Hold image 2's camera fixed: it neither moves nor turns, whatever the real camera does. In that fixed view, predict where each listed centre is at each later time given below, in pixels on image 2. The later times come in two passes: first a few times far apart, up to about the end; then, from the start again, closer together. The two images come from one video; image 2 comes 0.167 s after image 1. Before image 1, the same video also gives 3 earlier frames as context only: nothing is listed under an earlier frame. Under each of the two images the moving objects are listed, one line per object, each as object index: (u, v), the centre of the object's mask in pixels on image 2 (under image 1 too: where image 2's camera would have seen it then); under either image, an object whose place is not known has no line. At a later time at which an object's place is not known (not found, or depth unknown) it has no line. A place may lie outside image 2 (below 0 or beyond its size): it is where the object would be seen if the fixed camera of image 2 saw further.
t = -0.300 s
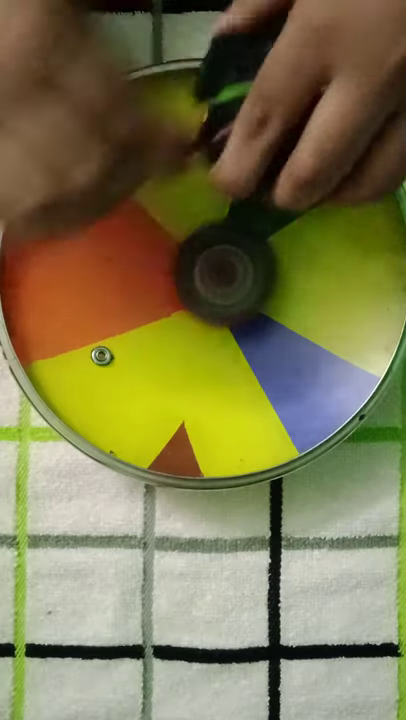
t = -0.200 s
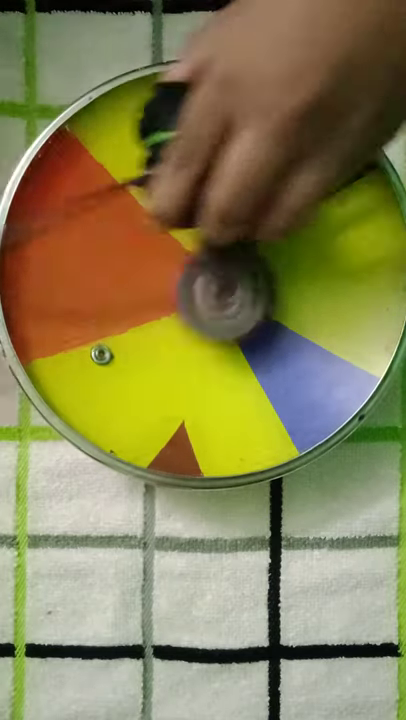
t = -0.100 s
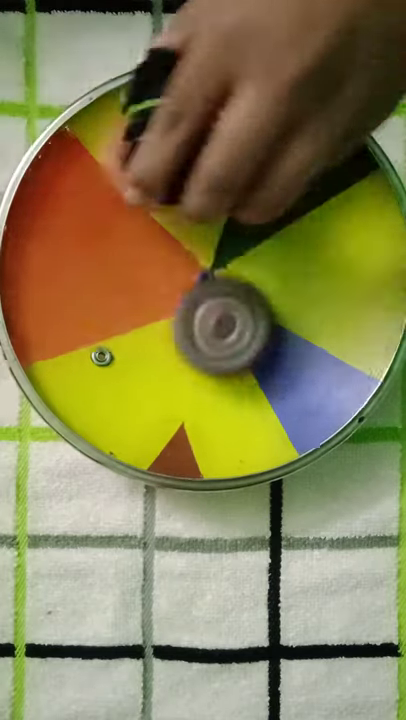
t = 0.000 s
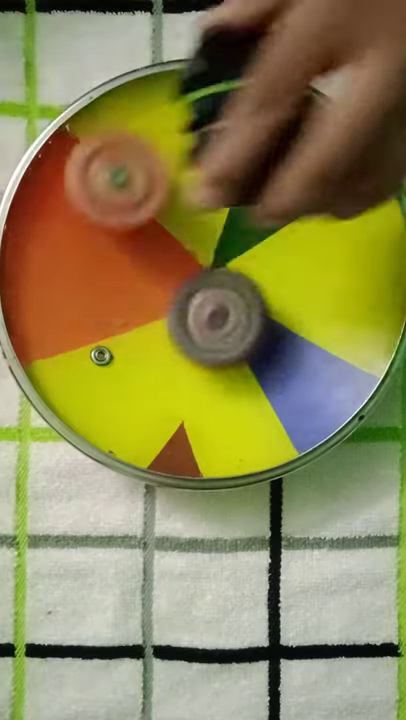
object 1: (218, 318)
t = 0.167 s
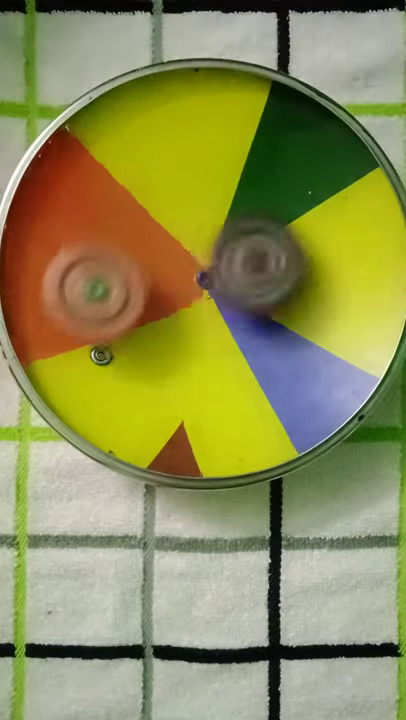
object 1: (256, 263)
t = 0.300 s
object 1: (295, 257)
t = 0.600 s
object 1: (274, 227)
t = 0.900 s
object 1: (257, 226)
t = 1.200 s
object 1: (259, 283)
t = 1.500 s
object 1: (259, 296)
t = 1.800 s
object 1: (213, 315)
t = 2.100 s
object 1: (205, 316)
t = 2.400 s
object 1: (192, 306)
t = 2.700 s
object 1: (165, 283)
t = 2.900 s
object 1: (66, 210)
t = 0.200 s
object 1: (276, 260)
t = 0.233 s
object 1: (290, 258)
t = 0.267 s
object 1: (297, 257)
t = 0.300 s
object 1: (295, 257)
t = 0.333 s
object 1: (287, 257)
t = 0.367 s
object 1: (271, 255)
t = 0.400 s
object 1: (255, 257)
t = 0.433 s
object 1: (250, 253)
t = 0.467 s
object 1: (250, 248)
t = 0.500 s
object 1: (251, 243)
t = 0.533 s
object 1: (250, 241)
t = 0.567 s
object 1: (256, 237)
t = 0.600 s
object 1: (274, 227)
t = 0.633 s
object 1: (288, 220)
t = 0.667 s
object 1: (297, 215)
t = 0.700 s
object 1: (299, 213)
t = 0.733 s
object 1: (296, 215)
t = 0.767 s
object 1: (285, 218)
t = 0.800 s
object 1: (273, 222)
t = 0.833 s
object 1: (256, 228)
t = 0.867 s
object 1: (250, 229)
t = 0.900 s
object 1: (257, 226)
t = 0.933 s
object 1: (262, 228)
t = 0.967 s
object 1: (263, 232)
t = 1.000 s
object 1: (261, 237)
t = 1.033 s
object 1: (257, 244)
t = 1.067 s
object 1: (250, 253)
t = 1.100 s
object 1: (244, 260)
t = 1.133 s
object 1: (245, 267)
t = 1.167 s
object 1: (253, 275)
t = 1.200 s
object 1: (259, 283)
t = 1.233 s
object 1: (264, 289)
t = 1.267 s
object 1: (265, 293)
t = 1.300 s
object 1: (263, 296)
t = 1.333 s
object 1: (259, 296)
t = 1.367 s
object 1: (255, 297)
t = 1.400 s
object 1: (258, 297)
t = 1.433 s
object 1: (260, 297)
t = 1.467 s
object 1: (261, 297)
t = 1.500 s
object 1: (259, 296)
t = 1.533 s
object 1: (256, 295)
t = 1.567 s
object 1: (251, 293)
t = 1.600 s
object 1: (251, 296)
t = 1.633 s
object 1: (249, 301)
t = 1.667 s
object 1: (243, 305)
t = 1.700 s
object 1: (235, 307)
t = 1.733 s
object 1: (226, 307)
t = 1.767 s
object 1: (217, 308)
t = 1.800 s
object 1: (213, 315)
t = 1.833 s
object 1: (213, 334)
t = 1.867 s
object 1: (213, 346)
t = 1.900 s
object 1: (212, 352)
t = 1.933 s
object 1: (210, 354)
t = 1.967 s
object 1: (209, 352)
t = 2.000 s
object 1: (208, 345)
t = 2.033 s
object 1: (208, 336)
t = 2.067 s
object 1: (206, 325)
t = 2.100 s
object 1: (205, 316)
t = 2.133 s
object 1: (206, 323)
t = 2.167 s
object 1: (205, 328)
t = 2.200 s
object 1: (204, 329)
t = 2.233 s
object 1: (203, 328)
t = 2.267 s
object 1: (201, 326)
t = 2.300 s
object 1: (199, 322)
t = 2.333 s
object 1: (197, 318)
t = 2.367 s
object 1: (194, 312)
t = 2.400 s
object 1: (192, 306)
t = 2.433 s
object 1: (190, 300)
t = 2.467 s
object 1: (187, 294)
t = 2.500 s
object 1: (185, 288)
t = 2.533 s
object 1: (177, 288)
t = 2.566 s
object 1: (169, 289)
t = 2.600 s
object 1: (164, 288)
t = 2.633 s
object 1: (163, 286)
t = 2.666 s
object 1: (163, 285)
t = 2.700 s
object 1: (165, 283)
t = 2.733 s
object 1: (170, 281)
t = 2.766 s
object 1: (150, 268)
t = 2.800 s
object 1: (88, 239)
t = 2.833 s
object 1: (48, 212)
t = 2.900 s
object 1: (66, 210)
